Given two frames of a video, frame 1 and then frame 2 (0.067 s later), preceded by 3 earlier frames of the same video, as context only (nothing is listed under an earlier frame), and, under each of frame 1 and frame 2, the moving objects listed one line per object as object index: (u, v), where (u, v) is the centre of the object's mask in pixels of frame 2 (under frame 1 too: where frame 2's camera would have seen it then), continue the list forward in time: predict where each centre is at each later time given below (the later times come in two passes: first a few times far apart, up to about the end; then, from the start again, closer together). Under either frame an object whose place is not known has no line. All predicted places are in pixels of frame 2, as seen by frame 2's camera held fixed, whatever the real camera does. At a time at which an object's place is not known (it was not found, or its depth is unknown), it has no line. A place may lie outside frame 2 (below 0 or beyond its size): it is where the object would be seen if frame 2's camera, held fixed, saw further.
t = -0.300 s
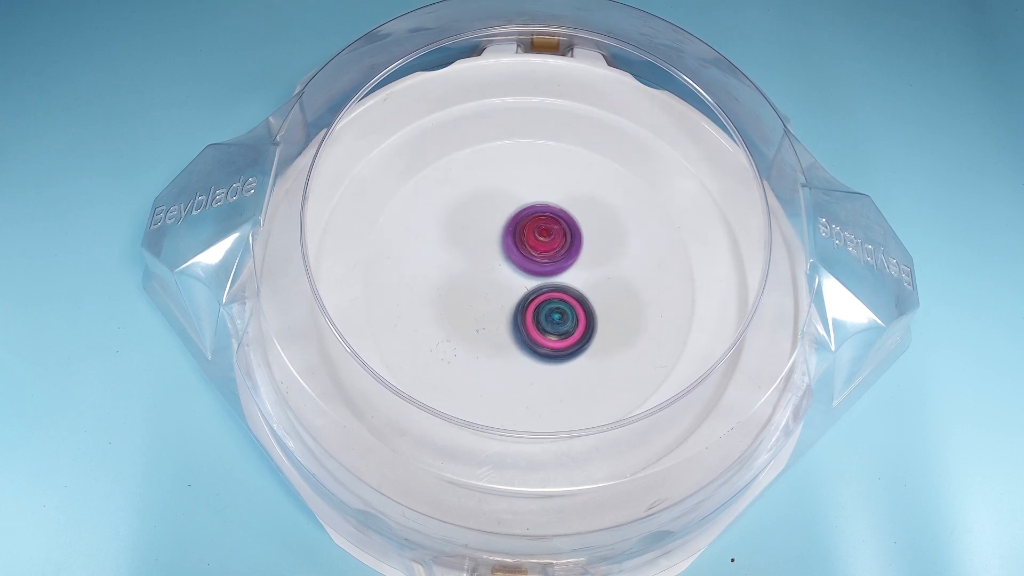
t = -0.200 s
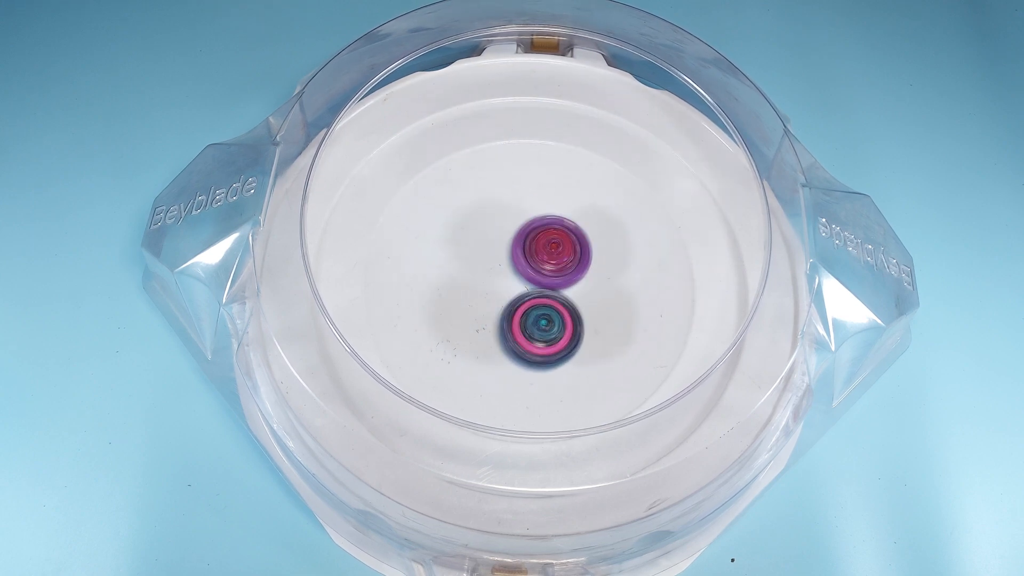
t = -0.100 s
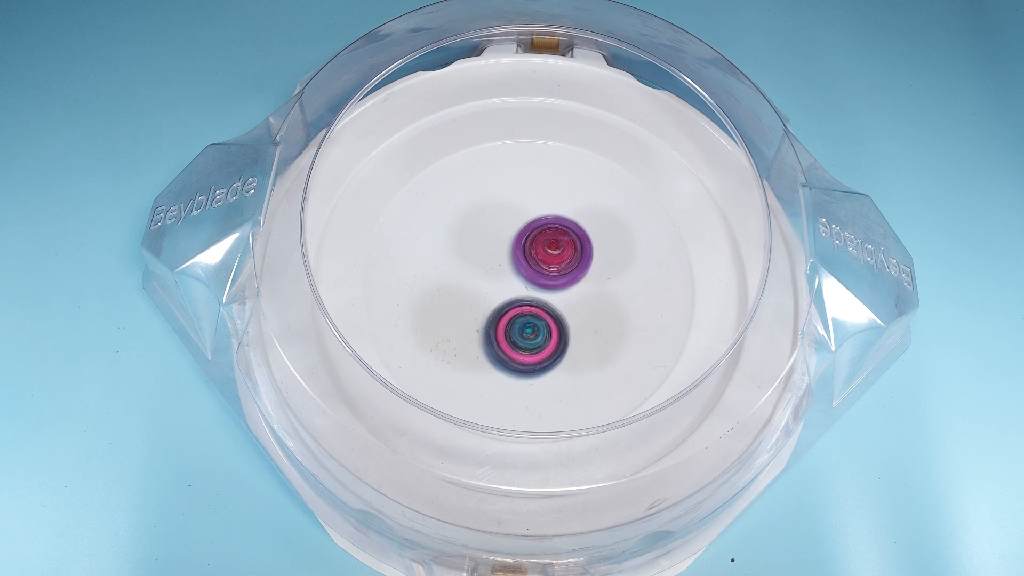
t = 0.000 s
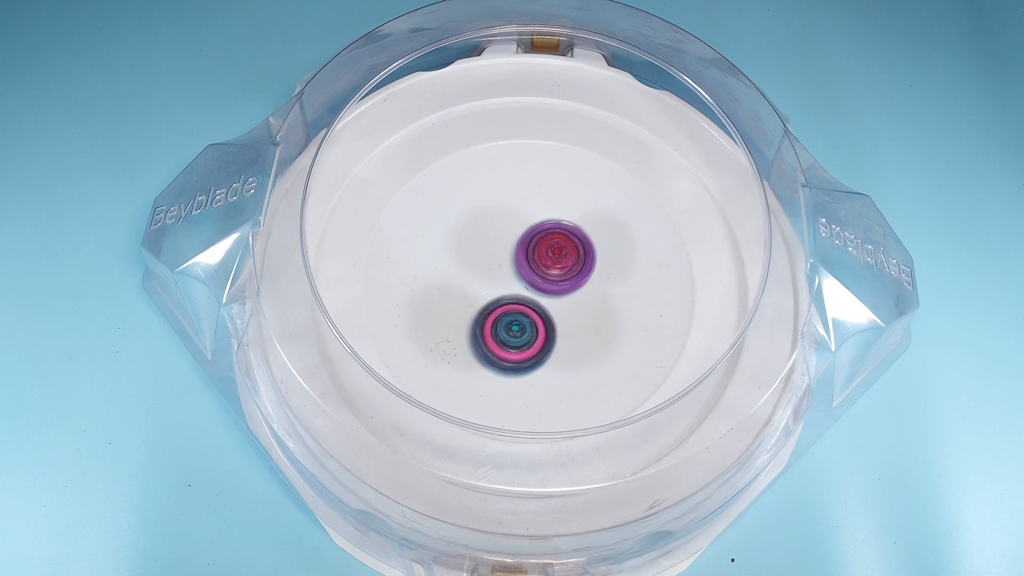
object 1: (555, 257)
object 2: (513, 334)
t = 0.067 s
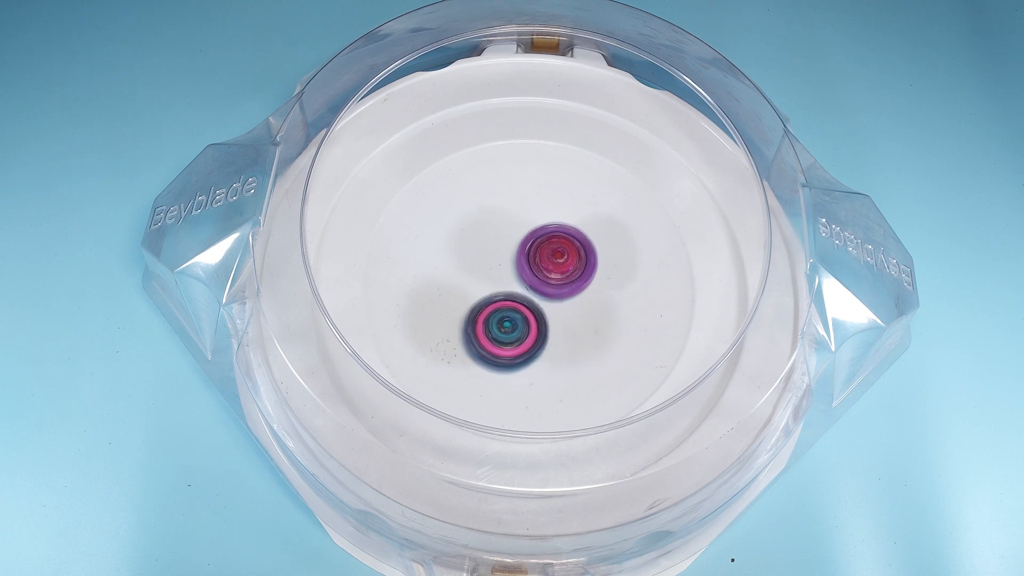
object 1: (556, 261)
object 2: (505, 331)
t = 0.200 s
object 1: (558, 268)
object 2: (495, 319)
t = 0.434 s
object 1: (565, 271)
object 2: (478, 298)
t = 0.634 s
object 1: (573, 275)
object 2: (474, 276)
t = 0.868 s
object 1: (571, 283)
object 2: (488, 254)
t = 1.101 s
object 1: (581, 296)
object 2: (495, 232)
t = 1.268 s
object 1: (581, 306)
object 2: (498, 222)
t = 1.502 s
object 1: (569, 312)
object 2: (508, 225)
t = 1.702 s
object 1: (555, 319)
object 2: (519, 233)
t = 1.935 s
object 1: (533, 319)
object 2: (531, 241)
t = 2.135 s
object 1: (522, 319)
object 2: (537, 242)
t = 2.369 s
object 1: (508, 328)
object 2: (541, 237)
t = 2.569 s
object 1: (499, 319)
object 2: (542, 241)
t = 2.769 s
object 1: (495, 316)
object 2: (540, 250)
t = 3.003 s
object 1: (485, 333)
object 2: (554, 233)
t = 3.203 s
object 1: (492, 320)
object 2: (563, 228)
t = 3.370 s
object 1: (524, 304)
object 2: (562, 231)
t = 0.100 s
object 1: (557, 263)
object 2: (502, 329)
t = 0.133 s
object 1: (557, 265)
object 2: (499, 326)
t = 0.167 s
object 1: (558, 266)
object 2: (497, 323)
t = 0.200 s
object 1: (558, 268)
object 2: (495, 319)
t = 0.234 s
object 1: (558, 269)
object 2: (492, 317)
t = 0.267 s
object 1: (562, 266)
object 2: (487, 316)
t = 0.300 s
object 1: (564, 266)
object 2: (484, 313)
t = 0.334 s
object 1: (564, 268)
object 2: (482, 310)
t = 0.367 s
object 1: (565, 269)
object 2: (480, 306)
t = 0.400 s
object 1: (565, 270)
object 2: (479, 303)
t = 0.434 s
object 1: (565, 271)
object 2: (478, 298)
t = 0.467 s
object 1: (565, 273)
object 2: (478, 295)
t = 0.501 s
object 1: (565, 274)
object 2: (478, 291)
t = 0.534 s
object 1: (565, 276)
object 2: (479, 287)
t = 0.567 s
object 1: (564, 277)
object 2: (480, 283)
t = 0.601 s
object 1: (569, 276)
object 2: (475, 279)
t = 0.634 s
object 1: (573, 275)
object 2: (474, 276)
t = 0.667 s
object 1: (574, 276)
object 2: (475, 272)
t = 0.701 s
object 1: (574, 278)
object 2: (476, 269)
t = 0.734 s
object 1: (573, 280)
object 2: (477, 265)
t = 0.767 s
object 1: (572, 280)
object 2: (480, 262)
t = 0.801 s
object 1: (572, 281)
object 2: (482, 259)
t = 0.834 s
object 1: (571, 282)
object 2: (485, 256)
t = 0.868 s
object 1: (571, 283)
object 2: (488, 254)
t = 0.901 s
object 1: (571, 285)
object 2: (493, 249)
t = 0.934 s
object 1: (571, 286)
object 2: (495, 247)
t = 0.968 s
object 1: (570, 287)
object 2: (498, 244)
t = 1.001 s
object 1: (570, 289)
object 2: (500, 243)
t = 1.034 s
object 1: (570, 289)
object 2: (502, 241)
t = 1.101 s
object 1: (581, 296)
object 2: (495, 232)
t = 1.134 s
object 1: (585, 300)
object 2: (494, 228)
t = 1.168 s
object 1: (585, 302)
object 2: (495, 226)
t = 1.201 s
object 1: (584, 303)
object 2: (496, 224)
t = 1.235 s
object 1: (583, 305)
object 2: (496, 222)
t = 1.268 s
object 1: (581, 306)
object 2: (498, 222)
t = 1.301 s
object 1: (580, 307)
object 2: (499, 221)
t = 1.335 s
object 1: (579, 308)
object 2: (500, 221)
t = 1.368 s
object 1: (577, 309)
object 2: (501, 221)
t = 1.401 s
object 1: (575, 310)
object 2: (502, 221)
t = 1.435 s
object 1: (573, 311)
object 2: (504, 222)
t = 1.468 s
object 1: (571, 311)
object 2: (506, 223)
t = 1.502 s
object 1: (569, 312)
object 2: (508, 225)
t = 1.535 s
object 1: (566, 312)
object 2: (510, 227)
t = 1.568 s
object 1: (564, 312)
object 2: (513, 229)
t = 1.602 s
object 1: (561, 312)
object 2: (516, 232)
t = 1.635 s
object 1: (556, 311)
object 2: (519, 236)
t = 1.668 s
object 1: (554, 312)
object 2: (520, 237)
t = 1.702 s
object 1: (555, 319)
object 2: (519, 233)
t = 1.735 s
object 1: (553, 321)
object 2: (521, 235)
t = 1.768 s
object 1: (549, 320)
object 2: (523, 237)
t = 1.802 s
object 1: (546, 319)
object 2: (526, 238)
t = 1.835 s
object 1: (542, 318)
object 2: (527, 241)
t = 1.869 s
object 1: (539, 319)
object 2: (528, 240)
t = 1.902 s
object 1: (536, 318)
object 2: (530, 240)
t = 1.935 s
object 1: (533, 319)
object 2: (531, 241)
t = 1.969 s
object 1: (530, 320)
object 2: (532, 241)
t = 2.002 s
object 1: (528, 320)
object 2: (533, 241)
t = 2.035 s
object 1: (527, 321)
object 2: (533, 241)
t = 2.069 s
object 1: (525, 320)
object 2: (535, 241)
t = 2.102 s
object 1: (523, 319)
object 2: (536, 242)
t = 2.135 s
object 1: (522, 319)
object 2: (537, 242)
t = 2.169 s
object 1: (521, 319)
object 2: (538, 242)
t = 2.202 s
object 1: (520, 319)
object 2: (538, 242)
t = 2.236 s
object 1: (518, 319)
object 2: (539, 243)
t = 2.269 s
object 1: (517, 318)
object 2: (540, 243)
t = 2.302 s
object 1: (515, 323)
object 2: (540, 239)
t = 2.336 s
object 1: (512, 328)
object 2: (541, 236)
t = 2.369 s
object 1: (508, 328)
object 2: (541, 237)
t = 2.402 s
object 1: (506, 327)
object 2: (542, 237)
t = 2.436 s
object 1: (505, 326)
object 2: (542, 237)
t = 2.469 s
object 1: (503, 324)
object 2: (542, 238)
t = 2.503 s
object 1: (502, 322)
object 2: (543, 239)
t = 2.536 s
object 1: (500, 321)
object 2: (542, 240)
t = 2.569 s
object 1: (499, 319)
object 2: (542, 241)
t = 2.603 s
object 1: (499, 318)
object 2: (542, 243)
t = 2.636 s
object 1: (498, 316)
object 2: (542, 245)
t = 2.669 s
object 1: (498, 313)
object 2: (542, 247)
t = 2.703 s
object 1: (497, 314)
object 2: (541, 249)
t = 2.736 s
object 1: (496, 316)
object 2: (541, 248)
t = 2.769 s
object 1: (495, 316)
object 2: (540, 250)
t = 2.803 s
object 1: (494, 318)
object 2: (541, 249)
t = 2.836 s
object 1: (494, 318)
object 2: (542, 249)
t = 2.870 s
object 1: (494, 316)
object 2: (542, 251)
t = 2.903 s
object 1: (493, 314)
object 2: (543, 252)
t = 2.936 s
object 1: (492, 315)
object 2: (543, 252)
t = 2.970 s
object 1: (486, 325)
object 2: (548, 241)
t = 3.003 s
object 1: (485, 333)
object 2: (554, 233)
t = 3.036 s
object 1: (485, 335)
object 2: (556, 229)
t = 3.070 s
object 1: (486, 332)
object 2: (558, 229)
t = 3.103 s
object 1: (487, 330)
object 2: (560, 228)
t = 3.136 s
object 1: (489, 327)
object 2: (561, 228)
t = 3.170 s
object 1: (490, 324)
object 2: (562, 228)
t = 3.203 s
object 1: (492, 320)
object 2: (563, 228)
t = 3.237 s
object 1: (495, 317)
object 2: (563, 229)
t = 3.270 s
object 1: (499, 313)
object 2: (563, 230)
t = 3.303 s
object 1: (506, 309)
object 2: (562, 231)
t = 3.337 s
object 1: (514, 304)
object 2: (562, 233)
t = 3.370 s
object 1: (524, 304)
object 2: (562, 231)
